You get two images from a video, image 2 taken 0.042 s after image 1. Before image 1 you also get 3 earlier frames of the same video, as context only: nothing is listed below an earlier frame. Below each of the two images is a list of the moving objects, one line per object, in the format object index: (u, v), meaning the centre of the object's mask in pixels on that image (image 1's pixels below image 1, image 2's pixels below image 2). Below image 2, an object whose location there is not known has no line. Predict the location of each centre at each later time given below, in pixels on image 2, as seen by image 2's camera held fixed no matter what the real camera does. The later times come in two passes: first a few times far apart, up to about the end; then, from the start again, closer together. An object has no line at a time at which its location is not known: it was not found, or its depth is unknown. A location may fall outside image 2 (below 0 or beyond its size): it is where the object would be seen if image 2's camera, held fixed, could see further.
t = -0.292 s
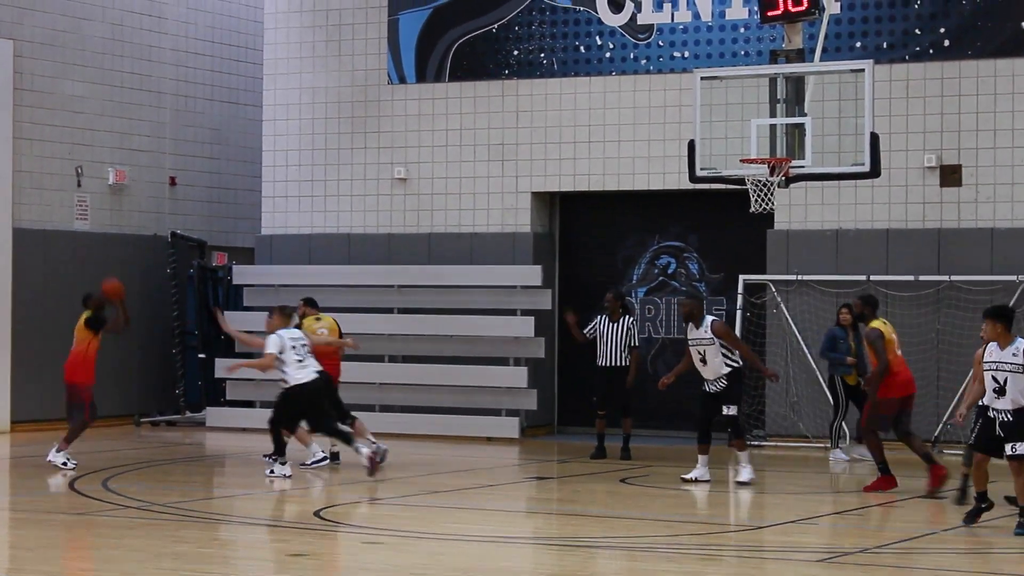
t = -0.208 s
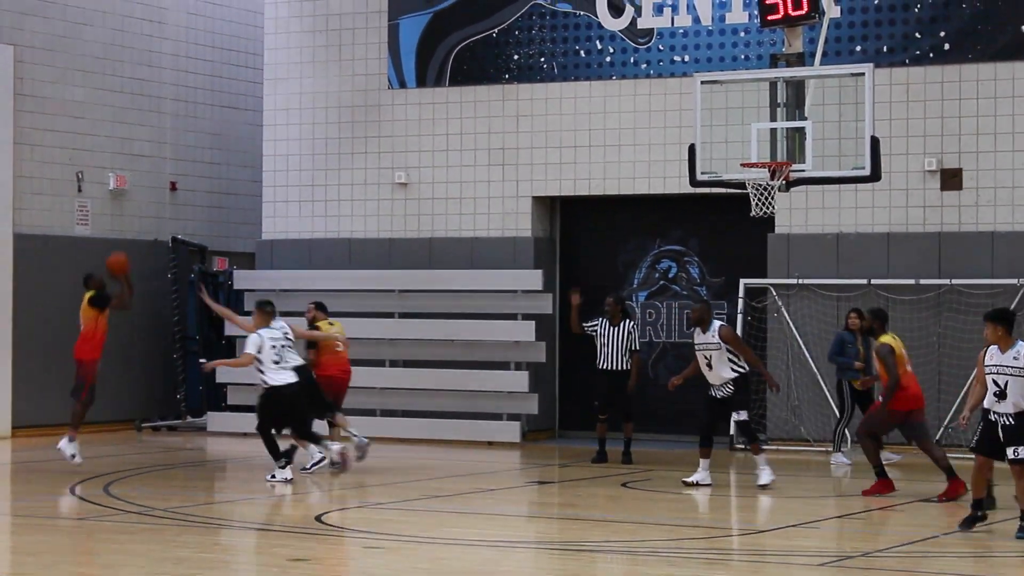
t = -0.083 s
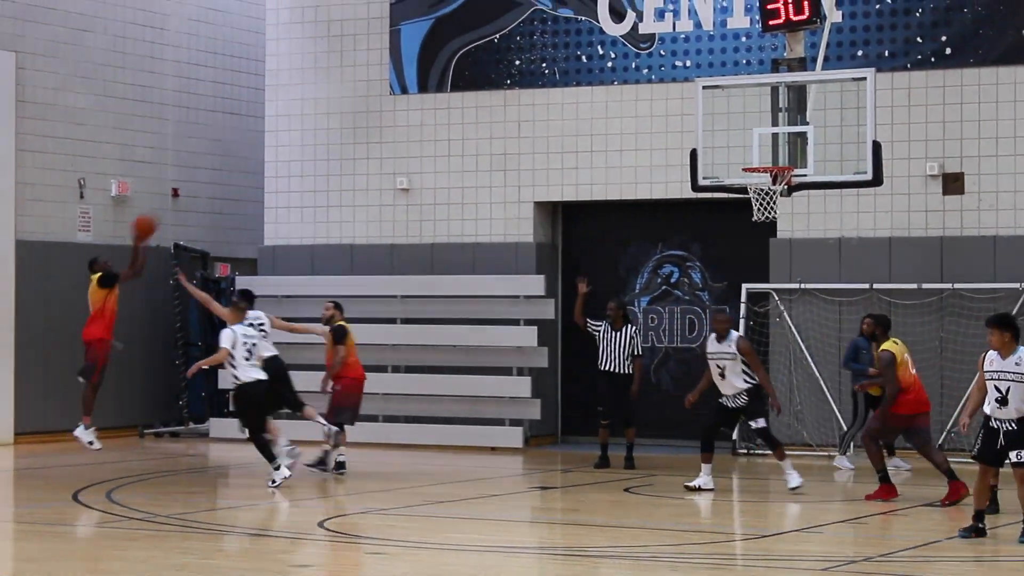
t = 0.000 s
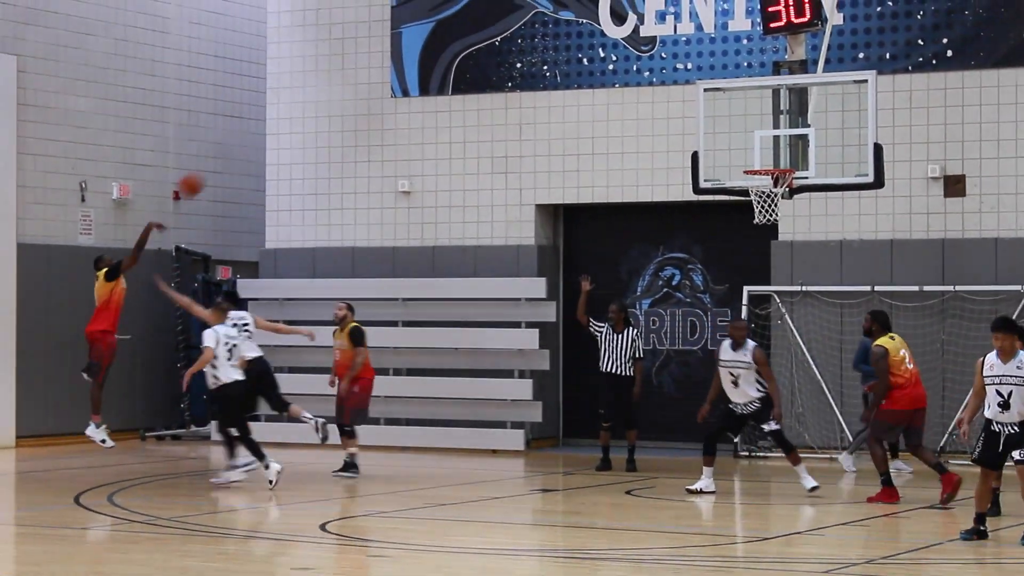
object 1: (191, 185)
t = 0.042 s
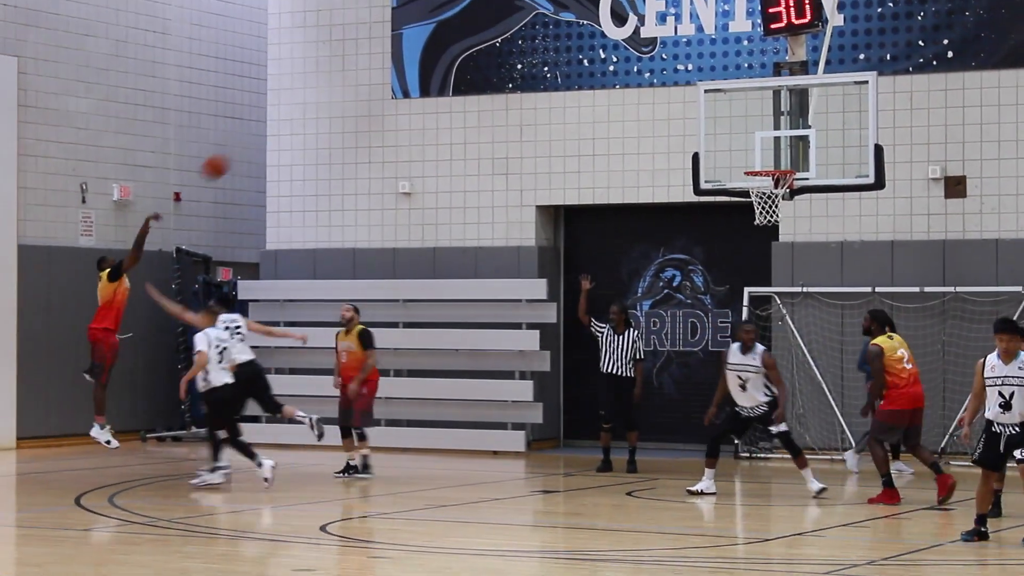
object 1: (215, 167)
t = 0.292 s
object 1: (360, 83)
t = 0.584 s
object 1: (530, 61)
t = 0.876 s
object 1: (702, 126)
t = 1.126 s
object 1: (807, 193)
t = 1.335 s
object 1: (833, 228)
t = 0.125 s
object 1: (263, 132)
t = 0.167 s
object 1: (287, 117)
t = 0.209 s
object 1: (312, 104)
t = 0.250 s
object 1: (336, 92)
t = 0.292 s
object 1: (360, 83)
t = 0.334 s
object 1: (384, 74)
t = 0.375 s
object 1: (407, 68)
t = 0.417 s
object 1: (432, 63)
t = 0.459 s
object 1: (458, 60)
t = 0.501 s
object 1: (482, 59)
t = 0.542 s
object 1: (505, 59)
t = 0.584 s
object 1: (530, 61)
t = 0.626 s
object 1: (554, 65)
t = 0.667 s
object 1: (578, 71)
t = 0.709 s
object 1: (603, 78)
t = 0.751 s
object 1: (628, 87)
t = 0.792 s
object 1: (652, 99)
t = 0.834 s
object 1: (677, 111)
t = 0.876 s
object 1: (702, 126)
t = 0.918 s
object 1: (726, 143)
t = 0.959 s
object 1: (750, 160)
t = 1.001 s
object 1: (780, 181)
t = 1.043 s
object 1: (795, 191)
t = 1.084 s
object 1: (802, 192)
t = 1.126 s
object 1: (807, 193)
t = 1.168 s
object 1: (812, 197)
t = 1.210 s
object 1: (817, 201)
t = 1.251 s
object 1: (823, 209)
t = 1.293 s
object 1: (828, 217)
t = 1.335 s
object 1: (833, 228)
